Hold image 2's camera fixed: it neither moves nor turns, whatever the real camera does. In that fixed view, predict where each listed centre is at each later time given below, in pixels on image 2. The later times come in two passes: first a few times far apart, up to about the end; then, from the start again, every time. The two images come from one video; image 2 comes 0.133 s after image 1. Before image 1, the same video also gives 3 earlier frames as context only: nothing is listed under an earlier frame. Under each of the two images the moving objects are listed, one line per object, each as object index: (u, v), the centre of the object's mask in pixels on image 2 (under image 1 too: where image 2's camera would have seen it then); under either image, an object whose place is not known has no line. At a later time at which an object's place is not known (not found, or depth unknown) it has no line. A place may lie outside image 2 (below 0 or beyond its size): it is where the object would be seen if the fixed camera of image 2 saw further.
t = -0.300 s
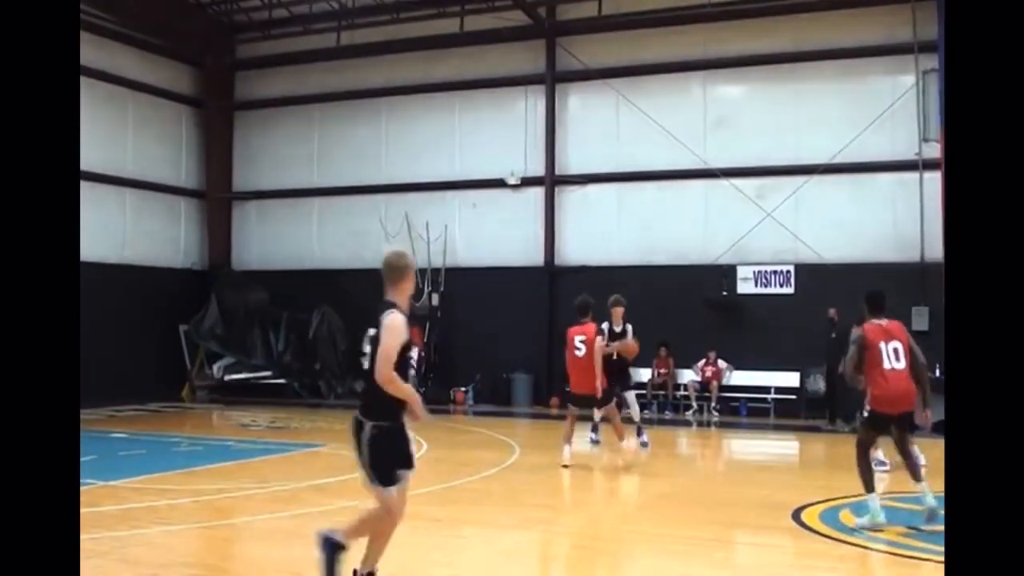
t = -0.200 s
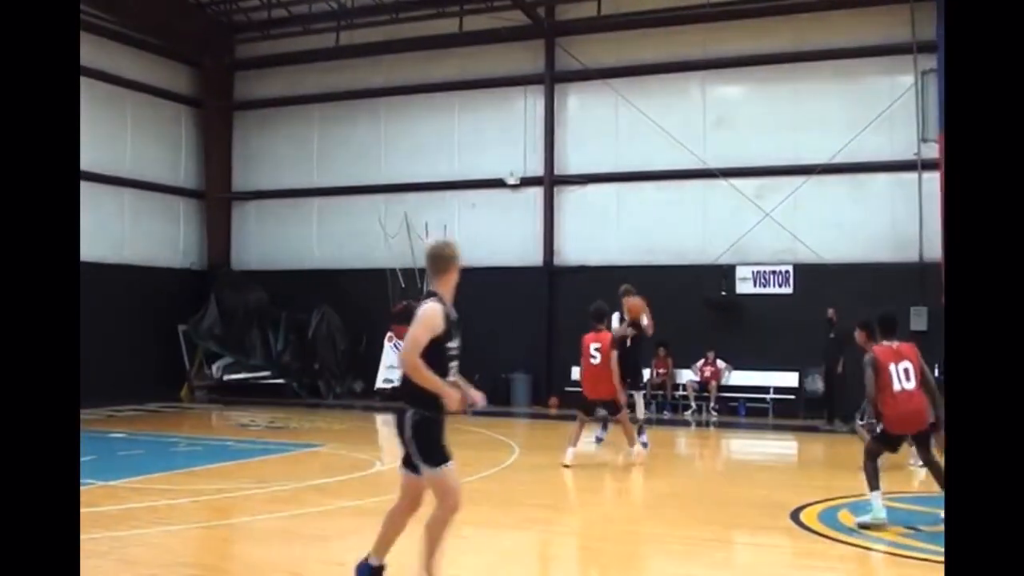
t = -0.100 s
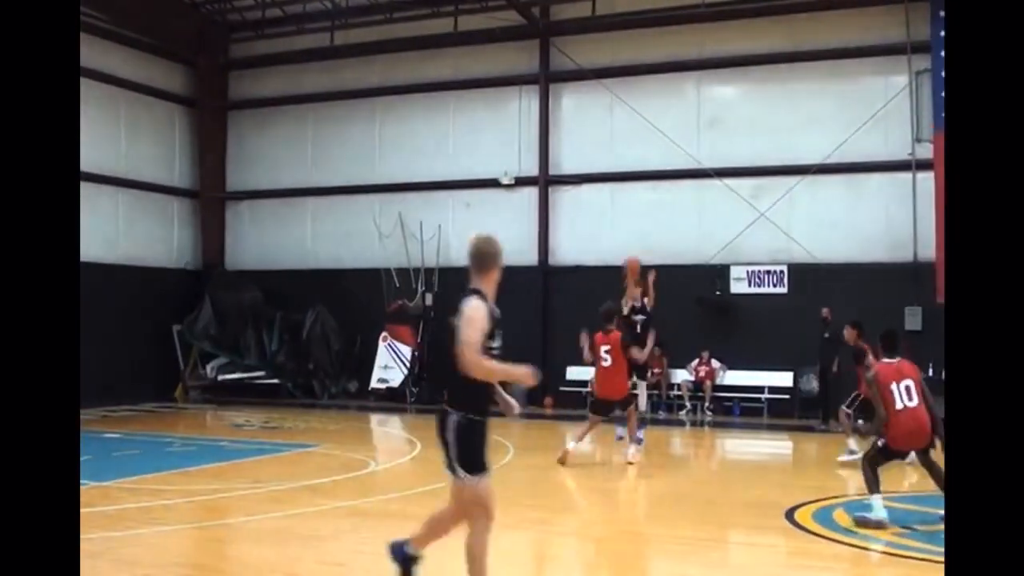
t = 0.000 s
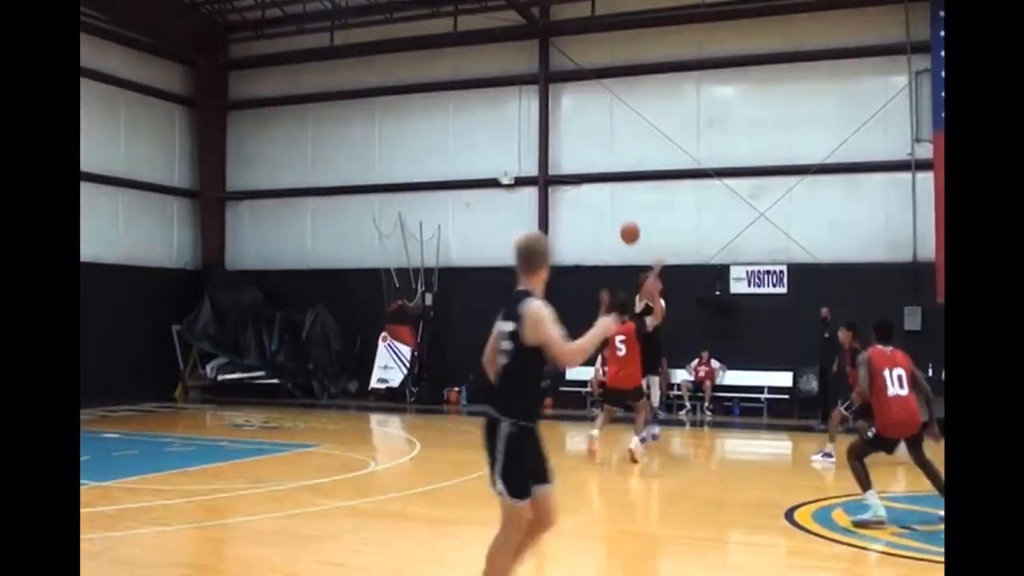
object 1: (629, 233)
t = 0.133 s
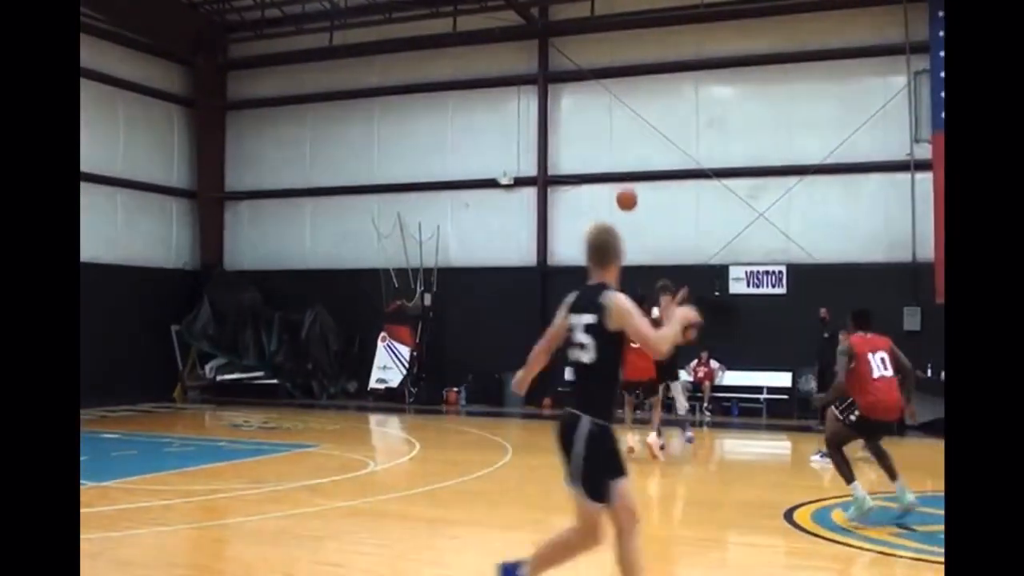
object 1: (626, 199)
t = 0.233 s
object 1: (625, 182)
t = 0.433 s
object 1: (621, 179)
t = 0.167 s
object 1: (626, 192)
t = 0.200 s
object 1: (625, 186)
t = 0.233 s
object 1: (625, 182)
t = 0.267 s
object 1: (624, 179)
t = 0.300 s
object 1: (623, 177)
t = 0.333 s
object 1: (623, 176)
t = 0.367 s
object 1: (622, 176)
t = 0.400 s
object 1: (622, 177)
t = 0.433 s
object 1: (621, 179)
